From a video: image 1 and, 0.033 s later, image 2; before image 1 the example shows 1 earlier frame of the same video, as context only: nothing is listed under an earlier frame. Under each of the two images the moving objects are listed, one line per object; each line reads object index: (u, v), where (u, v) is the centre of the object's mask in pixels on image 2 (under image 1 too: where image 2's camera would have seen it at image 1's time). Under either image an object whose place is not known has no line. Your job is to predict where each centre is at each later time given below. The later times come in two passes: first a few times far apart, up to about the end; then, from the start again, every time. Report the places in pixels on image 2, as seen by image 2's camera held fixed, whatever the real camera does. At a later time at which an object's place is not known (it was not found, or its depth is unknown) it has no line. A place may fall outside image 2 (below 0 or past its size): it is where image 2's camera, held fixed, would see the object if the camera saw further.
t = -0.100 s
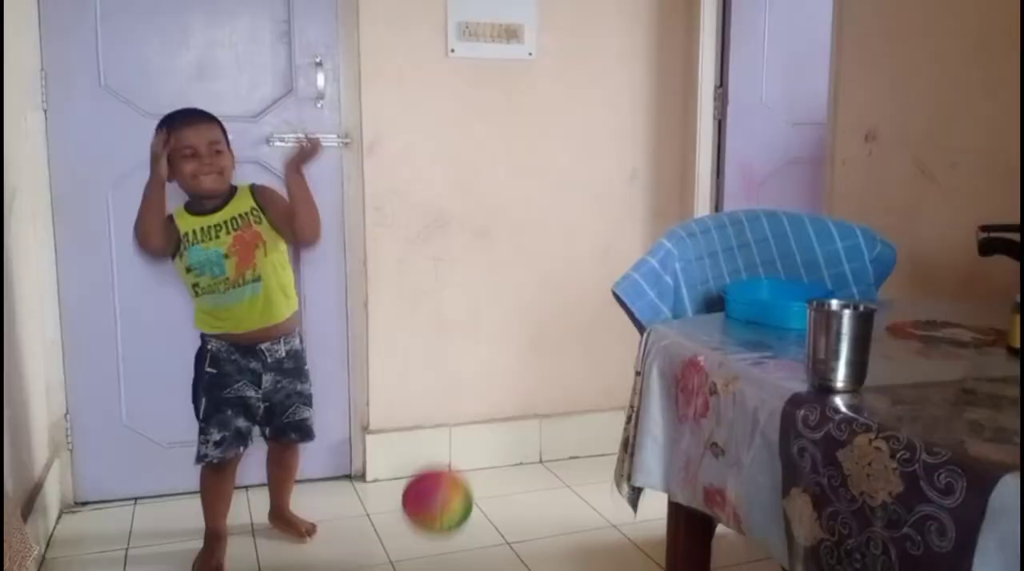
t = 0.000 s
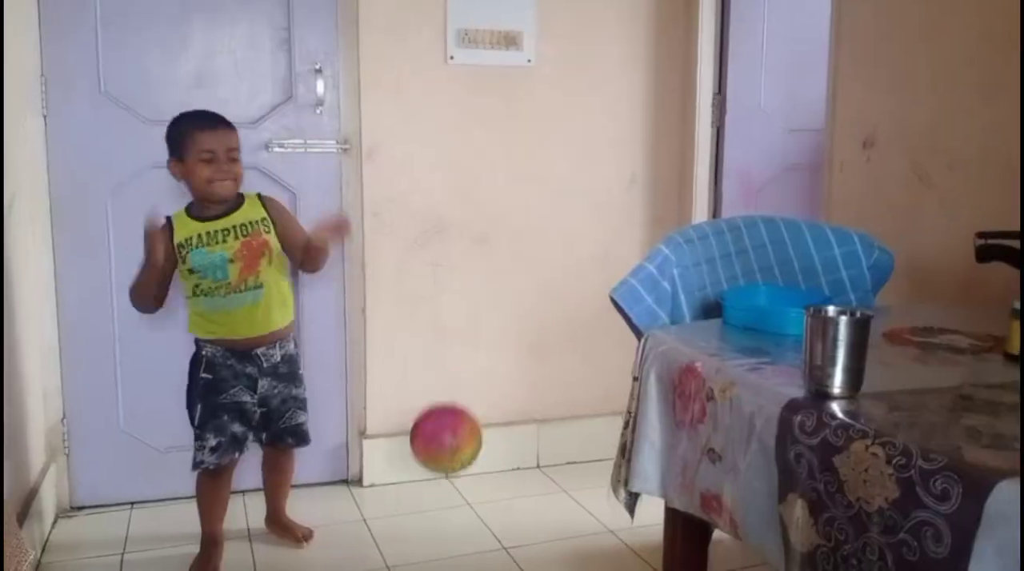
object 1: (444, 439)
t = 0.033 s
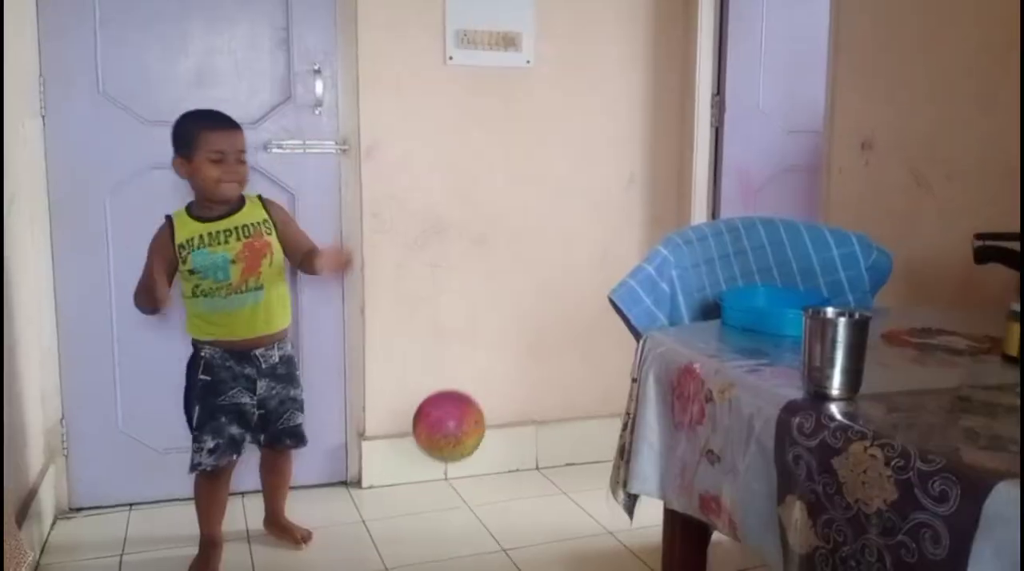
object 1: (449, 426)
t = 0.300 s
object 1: (482, 466)
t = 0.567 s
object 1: (510, 524)
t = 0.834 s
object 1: (531, 557)
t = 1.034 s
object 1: (542, 568)
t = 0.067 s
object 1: (453, 415)
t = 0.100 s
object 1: (457, 409)
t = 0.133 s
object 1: (461, 407)
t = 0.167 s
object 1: (465, 409)
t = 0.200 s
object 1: (469, 415)
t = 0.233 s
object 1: (473, 427)
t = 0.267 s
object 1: (477, 443)
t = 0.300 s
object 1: (482, 466)
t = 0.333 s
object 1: (485, 491)
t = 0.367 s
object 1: (490, 522)
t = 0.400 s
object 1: (493, 555)
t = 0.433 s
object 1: (497, 551)
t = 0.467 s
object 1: (500, 539)
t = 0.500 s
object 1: (503, 530)
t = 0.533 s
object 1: (506, 525)
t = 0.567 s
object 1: (510, 524)
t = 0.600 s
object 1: (513, 528)
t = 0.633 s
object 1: (516, 536)
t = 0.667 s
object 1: (520, 549)
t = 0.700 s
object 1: (523, 559)
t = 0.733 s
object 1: (525, 561)
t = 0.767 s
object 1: (527, 557)
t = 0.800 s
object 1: (529, 555)
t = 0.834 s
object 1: (531, 557)
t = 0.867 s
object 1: (533, 562)
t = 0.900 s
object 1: (536, 565)
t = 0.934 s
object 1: (538, 564)
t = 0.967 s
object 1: (539, 567)
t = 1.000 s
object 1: (541, 569)
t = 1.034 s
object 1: (542, 568)
